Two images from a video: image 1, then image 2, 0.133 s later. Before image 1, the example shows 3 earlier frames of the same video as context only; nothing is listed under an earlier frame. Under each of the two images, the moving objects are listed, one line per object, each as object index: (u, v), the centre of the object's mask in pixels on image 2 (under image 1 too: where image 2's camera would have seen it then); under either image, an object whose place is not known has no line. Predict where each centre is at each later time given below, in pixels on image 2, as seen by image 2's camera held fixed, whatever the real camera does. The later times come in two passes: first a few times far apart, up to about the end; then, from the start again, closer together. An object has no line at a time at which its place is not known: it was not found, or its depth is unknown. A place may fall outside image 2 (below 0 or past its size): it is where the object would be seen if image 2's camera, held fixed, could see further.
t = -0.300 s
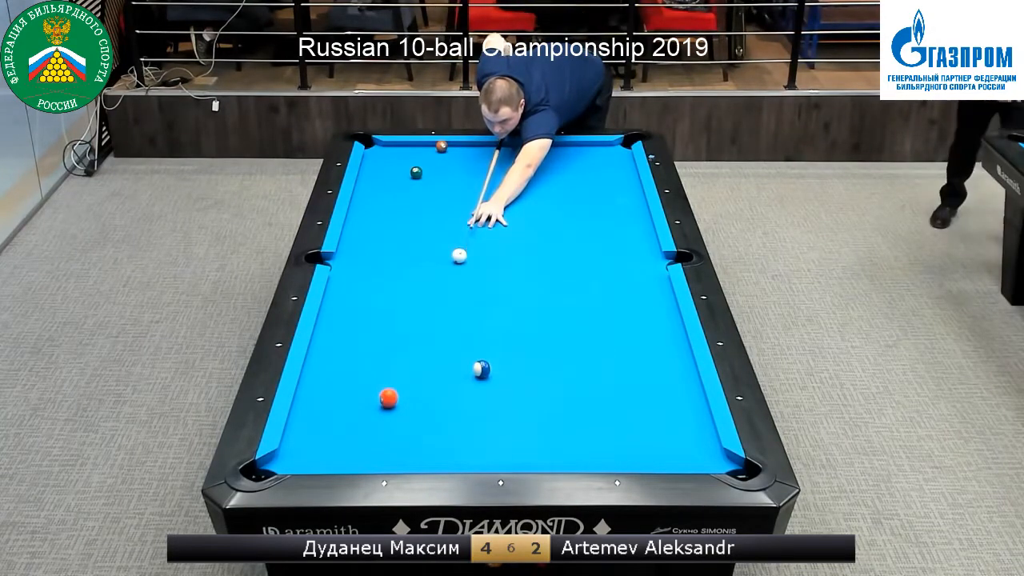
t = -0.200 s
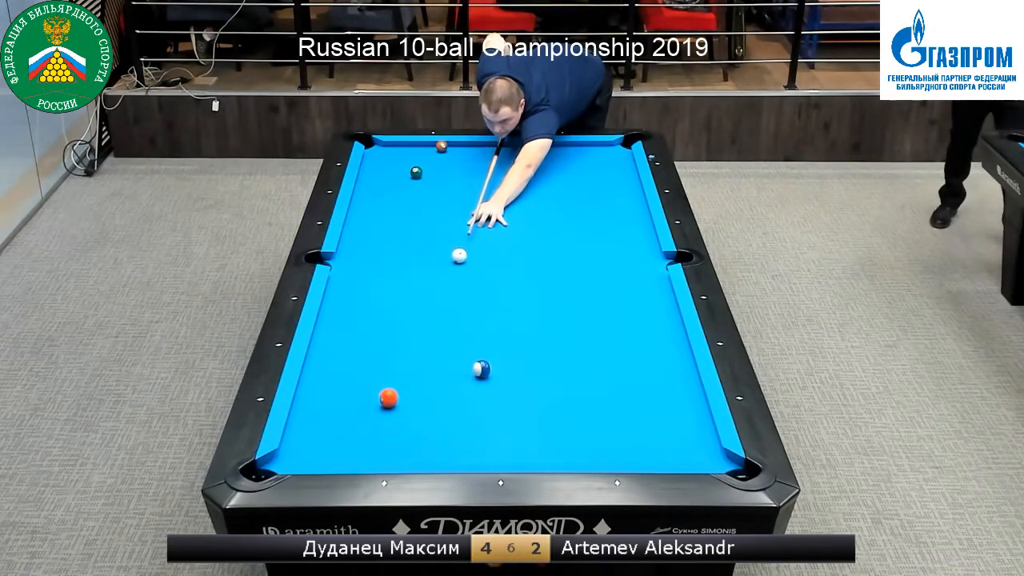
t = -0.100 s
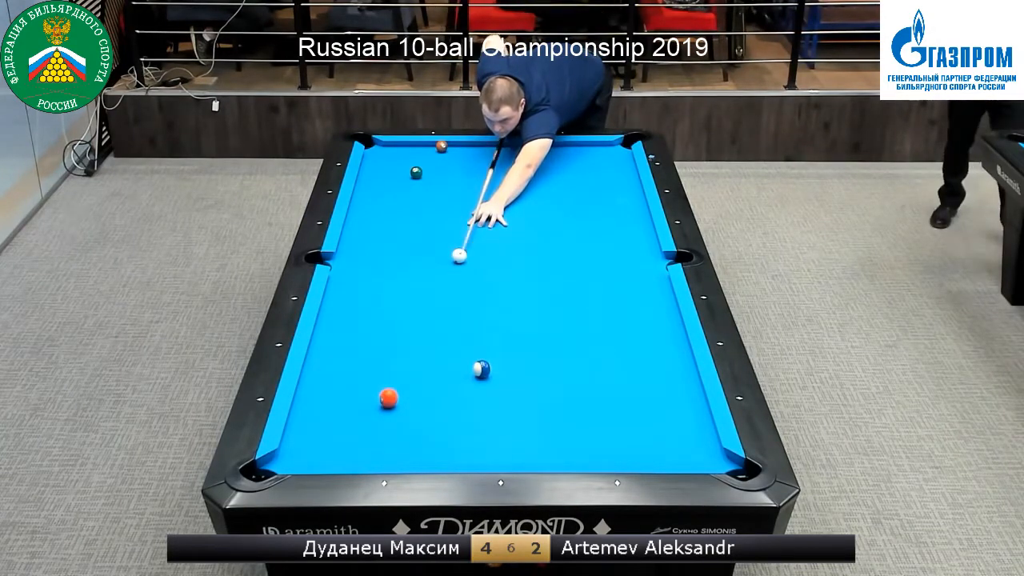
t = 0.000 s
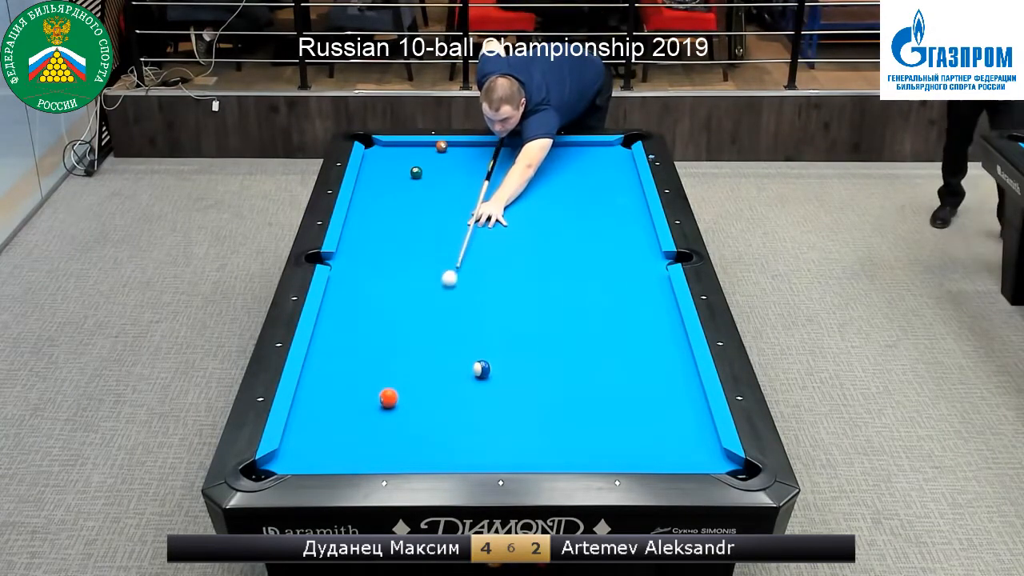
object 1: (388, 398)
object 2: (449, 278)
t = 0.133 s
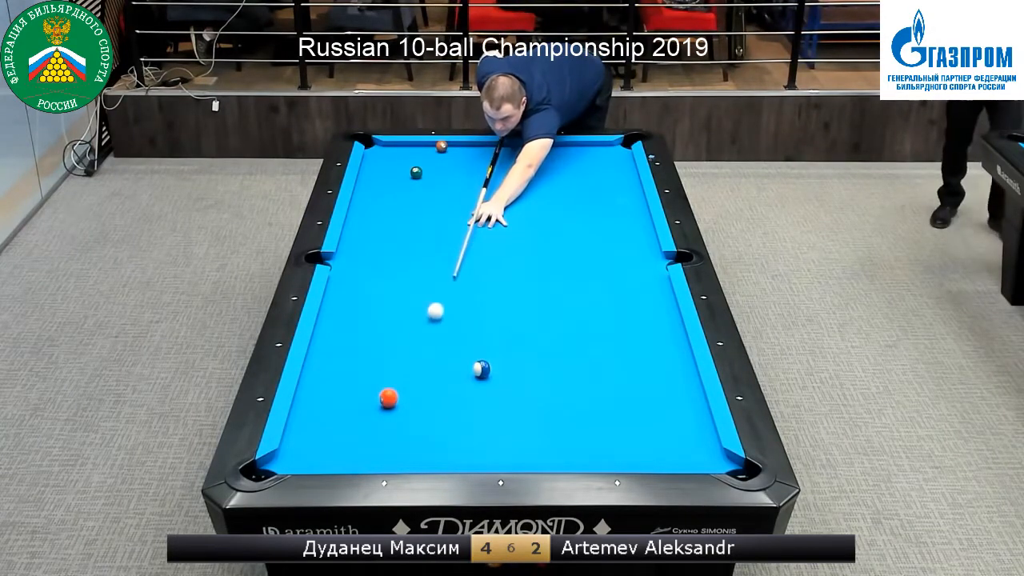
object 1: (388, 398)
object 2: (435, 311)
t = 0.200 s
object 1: (388, 398)
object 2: (429, 327)
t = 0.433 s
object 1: (388, 398)
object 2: (405, 385)
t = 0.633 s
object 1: (342, 422)
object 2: (429, 417)
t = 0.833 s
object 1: (301, 442)
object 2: (456, 451)
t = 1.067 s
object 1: (291, 460)
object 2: (494, 440)
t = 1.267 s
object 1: (282, 460)
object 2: (524, 421)
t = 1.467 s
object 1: (277, 459)
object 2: (552, 403)
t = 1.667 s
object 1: (279, 460)
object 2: (579, 386)
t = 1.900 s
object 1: (281, 461)
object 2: (607, 368)
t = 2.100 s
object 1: (280, 461)
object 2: (629, 354)
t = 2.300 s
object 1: (280, 461)
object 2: (650, 341)
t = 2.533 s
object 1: (280, 461)
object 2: (673, 327)
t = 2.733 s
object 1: (280, 461)
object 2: (664, 318)
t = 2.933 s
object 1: (280, 461)
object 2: (650, 310)
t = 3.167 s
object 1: (280, 461)
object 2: (635, 302)
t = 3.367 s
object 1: (280, 461)
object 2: (624, 295)
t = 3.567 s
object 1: (280, 461)
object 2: (613, 289)
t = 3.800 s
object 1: (281, 461)
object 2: (601, 282)
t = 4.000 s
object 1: (280, 461)
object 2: (593, 276)
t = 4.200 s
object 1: (281, 461)
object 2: (584, 273)
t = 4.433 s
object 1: (281, 461)
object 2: (575, 268)
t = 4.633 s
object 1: (281, 461)
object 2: (568, 264)
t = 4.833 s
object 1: (281, 461)
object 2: (562, 260)
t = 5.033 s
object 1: (281, 461)
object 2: (556, 257)
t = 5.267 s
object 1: (281, 461)
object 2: (551, 254)
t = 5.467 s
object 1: (281, 461)
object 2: (546, 252)
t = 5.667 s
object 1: (281, 461)
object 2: (543, 250)
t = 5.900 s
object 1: (281, 461)
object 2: (540, 248)
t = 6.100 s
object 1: (281, 461)
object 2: (537, 247)
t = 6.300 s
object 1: (281, 461)
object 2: (536, 246)
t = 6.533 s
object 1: (281, 461)
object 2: (535, 245)
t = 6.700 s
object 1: (281, 461)
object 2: (534, 245)
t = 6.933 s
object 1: (281, 461)
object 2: (535, 244)
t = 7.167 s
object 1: (281, 461)
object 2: (534, 245)
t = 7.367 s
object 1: (281, 461)
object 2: (534, 245)
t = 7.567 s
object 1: (281, 461)
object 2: (534, 245)
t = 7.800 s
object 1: (281, 461)
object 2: (534, 245)
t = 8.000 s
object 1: (281, 461)
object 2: (534, 245)
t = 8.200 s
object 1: (281, 461)
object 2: (534, 245)
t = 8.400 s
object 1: (281, 461)
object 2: (534, 245)
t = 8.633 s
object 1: (281, 461)
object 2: (534, 245)
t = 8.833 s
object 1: (281, 461)
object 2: (534, 245)
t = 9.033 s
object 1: (281, 461)
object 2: (534, 245)
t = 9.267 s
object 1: (281, 461)
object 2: (534, 245)
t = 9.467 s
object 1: (281, 461)
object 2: (534, 245)
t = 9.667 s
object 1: (280, 461)
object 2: (534, 245)
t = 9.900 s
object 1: (280, 461)
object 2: (534, 245)
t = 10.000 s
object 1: (280, 461)
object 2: (534, 245)
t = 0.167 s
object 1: (388, 398)
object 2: (432, 319)
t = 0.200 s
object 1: (388, 398)
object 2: (429, 327)
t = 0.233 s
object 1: (388, 398)
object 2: (426, 335)
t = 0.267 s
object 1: (388, 398)
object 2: (422, 342)
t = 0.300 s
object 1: (388, 398)
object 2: (419, 350)
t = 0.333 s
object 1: (388, 398)
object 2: (416, 358)
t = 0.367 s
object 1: (388, 398)
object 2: (413, 367)
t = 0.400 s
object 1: (388, 398)
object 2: (409, 376)
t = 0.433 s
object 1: (388, 398)
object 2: (405, 385)
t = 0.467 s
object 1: (385, 400)
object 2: (405, 392)
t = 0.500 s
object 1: (375, 404)
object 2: (410, 397)
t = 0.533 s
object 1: (366, 409)
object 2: (416, 401)
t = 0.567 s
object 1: (358, 413)
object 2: (421, 406)
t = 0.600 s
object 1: (350, 417)
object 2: (425, 411)
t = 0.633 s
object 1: (342, 422)
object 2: (429, 417)
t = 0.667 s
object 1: (335, 425)
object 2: (434, 422)
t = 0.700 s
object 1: (328, 428)
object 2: (438, 428)
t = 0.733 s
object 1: (321, 432)
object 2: (442, 433)
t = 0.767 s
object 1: (315, 436)
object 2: (447, 439)
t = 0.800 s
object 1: (308, 439)
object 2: (452, 445)
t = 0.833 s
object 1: (301, 442)
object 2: (456, 451)
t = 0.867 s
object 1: (293, 446)
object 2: (461, 454)
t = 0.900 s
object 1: (286, 450)
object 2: (466, 456)
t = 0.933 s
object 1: (289, 453)
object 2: (472, 453)
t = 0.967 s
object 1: (290, 456)
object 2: (478, 450)
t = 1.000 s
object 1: (291, 458)
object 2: (483, 447)
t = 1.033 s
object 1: (291, 460)
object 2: (489, 443)
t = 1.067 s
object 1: (291, 460)
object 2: (494, 440)
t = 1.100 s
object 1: (289, 460)
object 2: (499, 437)
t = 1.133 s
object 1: (288, 460)
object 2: (504, 433)
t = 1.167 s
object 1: (286, 460)
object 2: (509, 430)
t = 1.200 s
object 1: (285, 460)
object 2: (514, 427)
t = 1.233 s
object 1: (283, 460)
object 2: (519, 424)
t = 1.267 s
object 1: (282, 460)
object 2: (524, 421)
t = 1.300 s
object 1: (280, 459)
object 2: (529, 418)
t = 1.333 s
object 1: (279, 459)
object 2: (534, 414)
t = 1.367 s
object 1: (278, 459)
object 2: (538, 411)
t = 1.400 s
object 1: (277, 459)
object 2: (543, 409)
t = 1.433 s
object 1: (277, 459)
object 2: (548, 406)
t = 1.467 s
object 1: (277, 459)
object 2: (552, 403)
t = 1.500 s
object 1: (278, 459)
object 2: (557, 400)
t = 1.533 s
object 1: (278, 459)
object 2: (561, 397)
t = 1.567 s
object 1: (278, 460)
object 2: (566, 394)
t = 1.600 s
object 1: (278, 460)
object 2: (570, 391)
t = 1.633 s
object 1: (279, 460)
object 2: (574, 389)
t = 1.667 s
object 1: (279, 460)
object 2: (579, 386)
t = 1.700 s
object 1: (279, 460)
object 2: (583, 383)
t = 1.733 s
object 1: (279, 460)
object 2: (587, 381)
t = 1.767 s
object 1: (279, 460)
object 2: (591, 378)
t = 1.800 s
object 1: (280, 460)
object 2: (595, 376)
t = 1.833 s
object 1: (280, 460)
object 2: (599, 373)
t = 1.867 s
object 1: (280, 460)
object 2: (603, 371)
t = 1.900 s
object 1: (281, 461)
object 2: (607, 368)
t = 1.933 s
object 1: (280, 461)
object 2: (611, 366)
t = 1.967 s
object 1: (280, 461)
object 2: (615, 364)
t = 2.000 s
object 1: (280, 461)
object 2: (618, 361)
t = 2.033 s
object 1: (280, 461)
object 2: (622, 359)
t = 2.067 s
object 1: (280, 461)
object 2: (626, 357)
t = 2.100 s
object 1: (280, 461)
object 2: (629, 354)
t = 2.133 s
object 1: (280, 461)
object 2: (633, 352)
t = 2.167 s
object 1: (280, 461)
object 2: (636, 350)
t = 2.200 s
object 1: (280, 461)
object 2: (640, 348)
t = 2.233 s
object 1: (280, 461)
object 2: (644, 346)
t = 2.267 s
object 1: (280, 461)
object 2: (647, 344)
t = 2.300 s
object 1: (280, 461)
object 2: (650, 341)
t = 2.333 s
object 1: (280, 461)
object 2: (654, 339)
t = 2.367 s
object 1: (280, 461)
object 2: (657, 337)
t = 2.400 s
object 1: (280, 461)
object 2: (660, 335)
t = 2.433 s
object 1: (280, 461)
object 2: (663, 333)
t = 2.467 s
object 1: (280, 461)
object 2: (667, 331)
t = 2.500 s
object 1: (280, 461)
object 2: (670, 329)
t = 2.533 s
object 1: (280, 461)
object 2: (673, 327)
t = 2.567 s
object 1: (280, 461)
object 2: (676, 326)
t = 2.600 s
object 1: (280, 461)
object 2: (674, 324)
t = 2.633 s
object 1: (280, 461)
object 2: (671, 323)
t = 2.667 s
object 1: (280, 461)
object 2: (669, 321)
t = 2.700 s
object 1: (280, 461)
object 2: (666, 320)
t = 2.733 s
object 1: (280, 461)
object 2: (664, 318)
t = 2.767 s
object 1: (280, 461)
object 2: (661, 317)
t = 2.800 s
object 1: (280, 461)
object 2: (659, 316)
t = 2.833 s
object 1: (280, 461)
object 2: (657, 314)
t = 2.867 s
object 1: (280, 461)
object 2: (654, 313)
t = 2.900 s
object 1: (280, 461)
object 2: (652, 312)
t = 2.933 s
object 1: (280, 461)
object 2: (650, 310)
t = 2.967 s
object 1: (280, 461)
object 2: (648, 309)
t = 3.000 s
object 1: (280, 461)
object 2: (646, 308)
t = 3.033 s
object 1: (280, 461)
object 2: (643, 306)
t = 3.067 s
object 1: (280, 461)
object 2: (641, 305)
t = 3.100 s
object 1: (280, 461)
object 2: (639, 304)
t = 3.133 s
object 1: (280, 461)
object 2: (637, 303)
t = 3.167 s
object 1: (280, 461)
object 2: (635, 302)
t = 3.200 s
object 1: (280, 461)
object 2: (633, 301)
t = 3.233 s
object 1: (280, 461)
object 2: (631, 300)
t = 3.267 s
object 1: (280, 461)
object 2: (629, 298)
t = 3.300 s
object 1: (280, 461)
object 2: (627, 297)
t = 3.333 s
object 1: (280, 461)
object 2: (625, 296)
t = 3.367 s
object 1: (280, 461)
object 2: (624, 295)
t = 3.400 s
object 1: (280, 461)
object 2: (622, 294)
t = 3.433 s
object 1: (280, 461)
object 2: (620, 293)
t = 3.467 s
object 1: (280, 461)
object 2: (618, 292)
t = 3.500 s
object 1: (280, 461)
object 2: (616, 291)
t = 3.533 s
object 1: (280, 461)
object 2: (615, 290)
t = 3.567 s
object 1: (280, 461)
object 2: (613, 289)
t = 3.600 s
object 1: (280, 461)
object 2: (611, 288)
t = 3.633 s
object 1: (280, 461)
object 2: (610, 287)
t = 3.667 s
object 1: (280, 461)
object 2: (608, 286)
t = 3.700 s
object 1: (280, 461)
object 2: (606, 285)
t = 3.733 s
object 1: (280, 461)
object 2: (604, 284)
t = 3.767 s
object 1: (280, 461)
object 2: (603, 283)
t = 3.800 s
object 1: (281, 461)
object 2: (601, 282)
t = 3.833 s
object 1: (280, 461)
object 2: (599, 281)
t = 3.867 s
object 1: (281, 461)
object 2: (598, 281)
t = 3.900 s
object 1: (280, 461)
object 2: (597, 280)
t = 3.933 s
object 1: (281, 461)
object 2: (595, 279)
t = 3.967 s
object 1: (280, 461)
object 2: (594, 277)
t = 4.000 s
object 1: (280, 461)
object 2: (593, 276)
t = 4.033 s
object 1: (280, 461)
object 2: (591, 275)
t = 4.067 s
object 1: (280, 461)
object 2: (590, 275)
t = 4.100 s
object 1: (281, 461)
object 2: (588, 275)
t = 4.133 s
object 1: (281, 461)
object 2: (586, 274)
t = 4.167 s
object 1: (281, 461)
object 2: (585, 274)
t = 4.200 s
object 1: (281, 461)
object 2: (584, 273)
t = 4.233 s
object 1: (281, 461)
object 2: (582, 272)
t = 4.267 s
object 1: (281, 461)
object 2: (581, 271)
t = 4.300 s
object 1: (281, 461)
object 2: (580, 270)
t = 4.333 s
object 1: (281, 461)
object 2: (578, 270)
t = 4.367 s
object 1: (281, 461)
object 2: (577, 269)
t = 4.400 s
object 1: (281, 461)
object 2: (576, 268)
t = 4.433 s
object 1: (281, 461)
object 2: (575, 268)
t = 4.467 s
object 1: (281, 461)
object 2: (573, 267)
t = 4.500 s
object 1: (281, 461)
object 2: (572, 266)
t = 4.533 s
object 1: (281, 461)
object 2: (571, 266)
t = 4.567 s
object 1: (281, 461)
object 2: (570, 265)
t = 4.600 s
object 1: (281, 461)
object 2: (569, 264)
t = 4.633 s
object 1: (281, 461)
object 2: (568, 264)
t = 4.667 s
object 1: (281, 461)
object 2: (567, 264)
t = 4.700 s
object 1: (281, 461)
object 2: (566, 263)
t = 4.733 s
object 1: (281, 461)
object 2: (565, 262)
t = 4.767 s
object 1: (281, 461)
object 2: (564, 261)
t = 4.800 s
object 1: (281, 461)
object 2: (562, 261)
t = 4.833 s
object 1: (281, 461)
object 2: (562, 260)
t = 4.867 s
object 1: (281, 461)
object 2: (561, 260)
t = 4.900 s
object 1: (281, 461)
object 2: (560, 259)
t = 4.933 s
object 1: (281, 461)
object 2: (559, 259)
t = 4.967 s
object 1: (281, 461)
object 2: (558, 259)
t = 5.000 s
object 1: (281, 461)
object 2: (557, 258)
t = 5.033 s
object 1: (281, 461)
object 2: (556, 257)
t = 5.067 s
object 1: (281, 461)
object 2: (555, 257)
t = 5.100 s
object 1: (281, 461)
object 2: (554, 257)
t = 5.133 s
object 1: (281, 461)
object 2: (554, 256)
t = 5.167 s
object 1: (281, 461)
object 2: (553, 256)
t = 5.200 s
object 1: (281, 461)
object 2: (552, 255)
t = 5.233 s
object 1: (281, 461)
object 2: (551, 255)
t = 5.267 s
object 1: (281, 461)
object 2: (551, 254)
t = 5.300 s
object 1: (281, 461)
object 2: (550, 254)
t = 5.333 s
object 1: (281, 461)
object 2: (549, 254)
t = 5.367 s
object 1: (281, 461)
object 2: (548, 253)
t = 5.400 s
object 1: (281, 461)
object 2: (548, 253)
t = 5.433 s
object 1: (281, 461)
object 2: (547, 252)
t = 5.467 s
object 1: (281, 461)
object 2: (546, 252)
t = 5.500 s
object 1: (281, 461)
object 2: (546, 252)
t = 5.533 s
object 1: (281, 461)
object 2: (545, 251)
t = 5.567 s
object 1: (281, 461)
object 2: (545, 251)
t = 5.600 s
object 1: (281, 461)
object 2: (544, 251)
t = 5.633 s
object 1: (281, 461)
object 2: (544, 251)
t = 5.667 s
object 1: (281, 461)
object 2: (543, 250)
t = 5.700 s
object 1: (281, 461)
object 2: (543, 250)
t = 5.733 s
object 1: (281, 461)
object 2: (542, 250)
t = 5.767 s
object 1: (281, 461)
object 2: (541, 249)
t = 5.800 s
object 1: (281, 461)
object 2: (541, 249)
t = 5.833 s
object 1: (281, 461)
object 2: (540, 249)
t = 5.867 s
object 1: (281, 461)
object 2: (540, 249)
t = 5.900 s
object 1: (281, 461)
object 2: (540, 248)
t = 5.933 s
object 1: (281, 461)
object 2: (539, 248)
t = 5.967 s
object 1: (281, 461)
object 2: (539, 248)
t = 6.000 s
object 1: (281, 461)
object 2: (538, 248)
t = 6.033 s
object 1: (281, 461)
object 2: (538, 248)
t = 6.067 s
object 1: (281, 461)
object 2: (538, 248)
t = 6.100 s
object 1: (281, 461)
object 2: (537, 247)
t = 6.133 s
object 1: (281, 461)
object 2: (537, 247)
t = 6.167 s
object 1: (281, 461)
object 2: (537, 247)
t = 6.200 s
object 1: (281, 461)
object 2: (537, 247)
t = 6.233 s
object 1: (281, 461)
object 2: (537, 247)
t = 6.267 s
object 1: (281, 461)
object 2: (536, 247)
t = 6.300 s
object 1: (281, 461)
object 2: (536, 246)
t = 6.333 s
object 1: (281, 461)
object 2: (536, 246)
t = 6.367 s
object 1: (281, 461)
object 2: (536, 246)
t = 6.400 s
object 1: (281, 461)
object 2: (535, 246)
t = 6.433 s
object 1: (281, 461)
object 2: (535, 246)
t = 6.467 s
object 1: (281, 461)
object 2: (535, 246)
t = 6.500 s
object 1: (281, 461)
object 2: (535, 246)
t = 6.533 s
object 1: (281, 461)
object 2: (535, 245)
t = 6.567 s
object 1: (281, 461)
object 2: (535, 245)
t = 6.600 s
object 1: (281, 461)
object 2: (535, 245)
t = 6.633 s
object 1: (281, 461)
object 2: (535, 245)
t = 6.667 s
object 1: (281, 461)
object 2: (534, 245)
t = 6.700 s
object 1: (281, 461)
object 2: (534, 245)
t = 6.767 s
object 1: (281, 461)
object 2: (534, 245)
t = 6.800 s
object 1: (281, 461)
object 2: (535, 244)
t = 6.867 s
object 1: (281, 461)
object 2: (535, 244)
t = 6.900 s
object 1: (281, 461)
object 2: (535, 244)
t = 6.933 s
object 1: (281, 461)
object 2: (535, 244)
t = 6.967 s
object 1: (281, 461)
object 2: (535, 244)
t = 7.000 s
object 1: (281, 461)
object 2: (535, 245)
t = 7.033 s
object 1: (281, 461)
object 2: (534, 245)
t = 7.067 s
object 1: (281, 461)
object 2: (534, 245)
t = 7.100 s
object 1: (281, 461)
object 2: (534, 245)
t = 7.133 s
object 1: (281, 461)
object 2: (534, 245)
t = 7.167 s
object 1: (281, 461)
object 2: (534, 245)
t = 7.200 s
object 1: (281, 461)
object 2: (534, 245)
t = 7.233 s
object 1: (281, 461)
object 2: (534, 245)
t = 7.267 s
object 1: (281, 461)
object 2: (534, 245)
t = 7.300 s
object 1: (281, 461)
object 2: (534, 245)
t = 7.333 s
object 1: (281, 461)
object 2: (534, 245)
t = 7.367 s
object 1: (281, 461)
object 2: (534, 245)
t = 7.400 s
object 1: (281, 461)
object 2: (534, 245)
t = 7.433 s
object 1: (281, 461)
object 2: (534, 245)
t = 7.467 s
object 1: (281, 461)
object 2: (534, 245)
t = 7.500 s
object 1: (281, 461)
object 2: (534, 245)
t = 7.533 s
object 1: (281, 461)
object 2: (534, 245)
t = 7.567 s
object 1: (281, 461)
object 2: (534, 245)
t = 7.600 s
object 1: (281, 461)
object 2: (534, 245)
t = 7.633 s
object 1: (281, 461)
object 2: (534, 245)
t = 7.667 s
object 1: (281, 461)
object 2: (534, 245)
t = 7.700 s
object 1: (281, 461)
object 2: (534, 245)
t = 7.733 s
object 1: (281, 461)
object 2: (534, 245)
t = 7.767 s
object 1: (281, 461)
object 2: (534, 245)
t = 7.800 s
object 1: (281, 461)
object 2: (534, 245)
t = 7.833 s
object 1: (281, 461)
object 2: (534, 245)
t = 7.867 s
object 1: (281, 461)
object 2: (534, 245)
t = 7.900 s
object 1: (281, 461)
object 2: (534, 245)
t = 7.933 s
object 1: (281, 461)
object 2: (534, 245)
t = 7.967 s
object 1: (281, 461)
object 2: (534, 245)
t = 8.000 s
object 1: (281, 461)
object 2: (534, 245)
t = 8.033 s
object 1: (281, 461)
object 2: (534, 245)
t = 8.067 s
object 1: (281, 461)
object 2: (534, 245)
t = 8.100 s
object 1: (281, 461)
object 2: (534, 245)
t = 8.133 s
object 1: (281, 461)
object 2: (534, 245)
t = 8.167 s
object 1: (281, 461)
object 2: (534, 245)
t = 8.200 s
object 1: (281, 461)
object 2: (534, 245)
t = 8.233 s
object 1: (281, 461)
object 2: (534, 245)
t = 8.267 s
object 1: (281, 461)
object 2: (534, 245)
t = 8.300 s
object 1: (281, 461)
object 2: (534, 245)
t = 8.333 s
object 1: (281, 461)
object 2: (534, 245)
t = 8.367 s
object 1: (281, 461)
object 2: (534, 245)
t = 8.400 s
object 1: (281, 461)
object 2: (534, 245)
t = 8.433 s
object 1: (281, 461)
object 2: (534, 245)
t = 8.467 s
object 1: (281, 461)
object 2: (534, 245)
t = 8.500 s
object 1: (281, 461)
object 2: (534, 245)
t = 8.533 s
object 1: (281, 461)
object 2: (534, 245)
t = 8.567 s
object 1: (281, 461)
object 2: (534, 245)
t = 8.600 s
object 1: (281, 461)
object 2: (534, 245)
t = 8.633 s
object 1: (281, 461)
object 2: (534, 245)
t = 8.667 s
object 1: (281, 461)
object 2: (534, 245)
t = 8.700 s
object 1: (281, 461)
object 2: (534, 245)
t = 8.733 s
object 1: (281, 461)
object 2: (534, 245)
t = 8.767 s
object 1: (281, 461)
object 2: (534, 245)
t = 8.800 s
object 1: (281, 461)
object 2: (534, 245)
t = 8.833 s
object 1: (281, 461)
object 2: (534, 245)
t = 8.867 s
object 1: (281, 461)
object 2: (534, 245)
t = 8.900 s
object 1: (281, 461)
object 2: (534, 245)
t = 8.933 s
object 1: (281, 461)
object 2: (534, 245)
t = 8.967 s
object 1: (281, 461)
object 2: (534, 245)
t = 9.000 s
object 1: (281, 461)
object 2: (534, 245)
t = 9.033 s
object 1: (281, 461)
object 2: (534, 245)
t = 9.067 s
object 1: (281, 461)
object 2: (534, 245)
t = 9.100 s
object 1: (281, 461)
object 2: (534, 245)
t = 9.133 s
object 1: (281, 461)
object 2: (534, 245)
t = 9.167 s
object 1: (281, 461)
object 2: (534, 245)
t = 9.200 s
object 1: (281, 461)
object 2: (534, 245)
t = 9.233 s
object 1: (281, 461)
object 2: (534, 245)
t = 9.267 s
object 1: (281, 461)
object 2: (534, 245)
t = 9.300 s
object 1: (281, 461)
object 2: (534, 245)
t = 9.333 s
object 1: (280, 461)
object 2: (535, 244)
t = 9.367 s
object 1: (280, 461)
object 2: (535, 244)
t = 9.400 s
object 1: (280, 461)
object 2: (535, 244)
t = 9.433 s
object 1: (280, 461)
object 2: (534, 245)
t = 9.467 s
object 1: (281, 461)
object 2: (534, 245)
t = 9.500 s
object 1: (281, 461)
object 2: (534, 245)
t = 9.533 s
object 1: (280, 461)
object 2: (534, 245)
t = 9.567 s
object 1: (281, 461)
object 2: (534, 245)
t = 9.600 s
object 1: (280, 461)
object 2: (534, 245)
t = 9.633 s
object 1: (280, 461)
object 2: (534, 245)
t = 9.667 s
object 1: (280, 461)
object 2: (534, 245)
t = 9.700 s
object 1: (280, 461)
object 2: (534, 245)
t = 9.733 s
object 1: (280, 461)
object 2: (534, 245)
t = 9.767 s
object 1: (280, 461)
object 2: (534, 245)
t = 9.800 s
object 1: (280, 461)
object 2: (534, 245)
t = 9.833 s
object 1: (280, 461)
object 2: (534, 245)
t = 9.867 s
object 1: (280, 461)
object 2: (534, 245)
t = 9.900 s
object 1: (280, 461)
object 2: (534, 245)
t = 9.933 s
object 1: (280, 461)
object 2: (534, 245)
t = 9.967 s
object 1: (280, 461)
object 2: (534, 245)
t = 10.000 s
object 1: (280, 461)
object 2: (534, 245)
